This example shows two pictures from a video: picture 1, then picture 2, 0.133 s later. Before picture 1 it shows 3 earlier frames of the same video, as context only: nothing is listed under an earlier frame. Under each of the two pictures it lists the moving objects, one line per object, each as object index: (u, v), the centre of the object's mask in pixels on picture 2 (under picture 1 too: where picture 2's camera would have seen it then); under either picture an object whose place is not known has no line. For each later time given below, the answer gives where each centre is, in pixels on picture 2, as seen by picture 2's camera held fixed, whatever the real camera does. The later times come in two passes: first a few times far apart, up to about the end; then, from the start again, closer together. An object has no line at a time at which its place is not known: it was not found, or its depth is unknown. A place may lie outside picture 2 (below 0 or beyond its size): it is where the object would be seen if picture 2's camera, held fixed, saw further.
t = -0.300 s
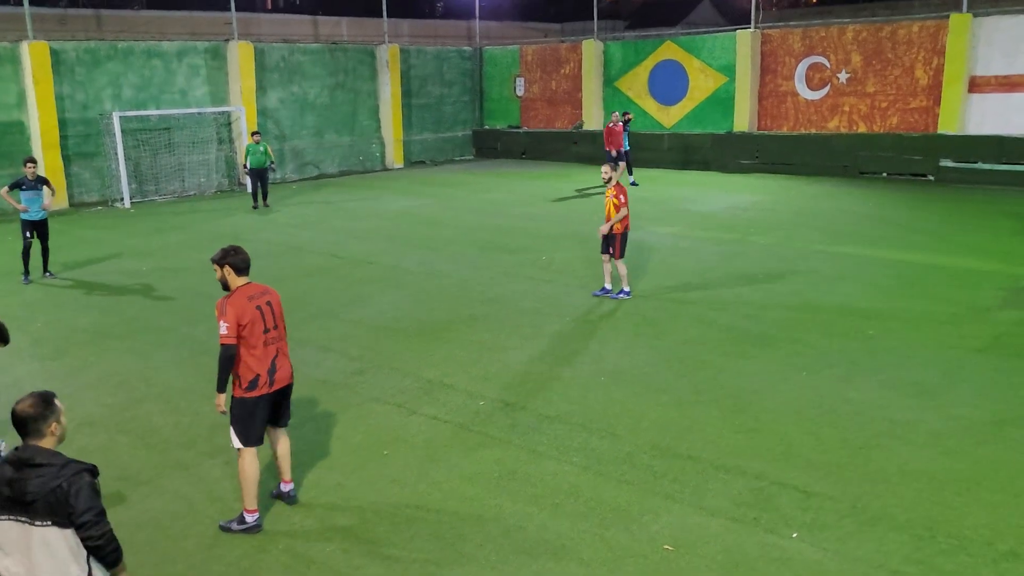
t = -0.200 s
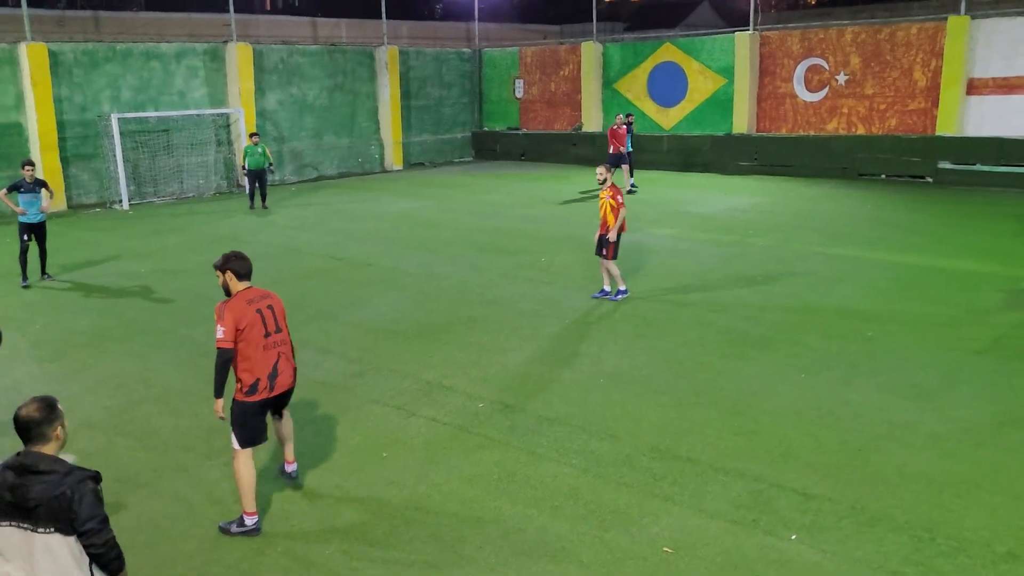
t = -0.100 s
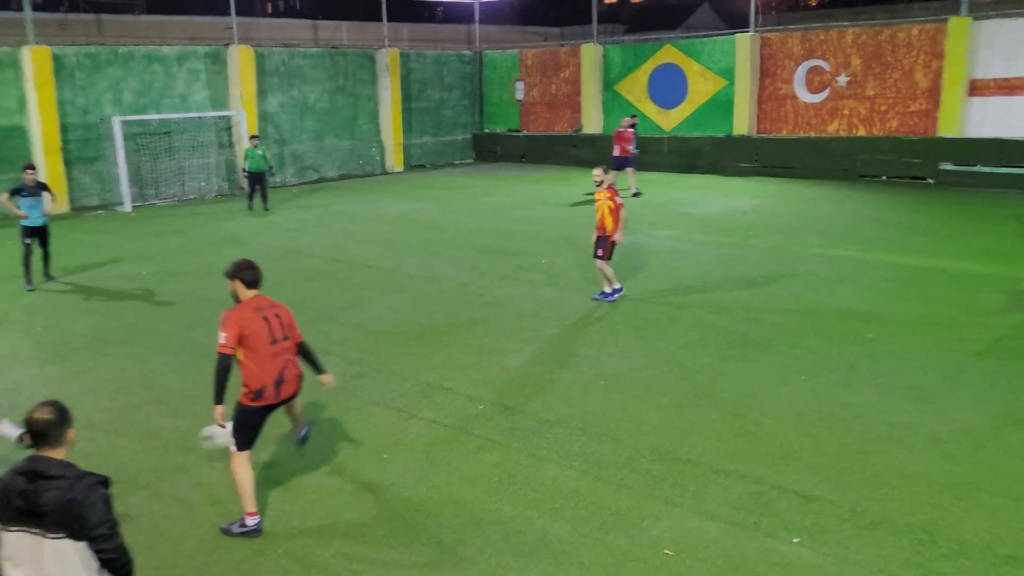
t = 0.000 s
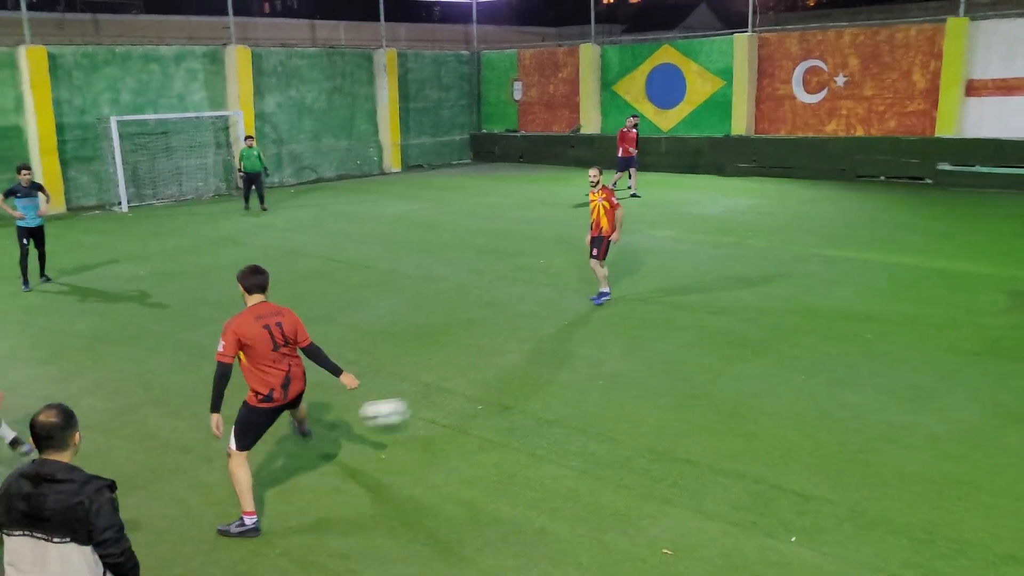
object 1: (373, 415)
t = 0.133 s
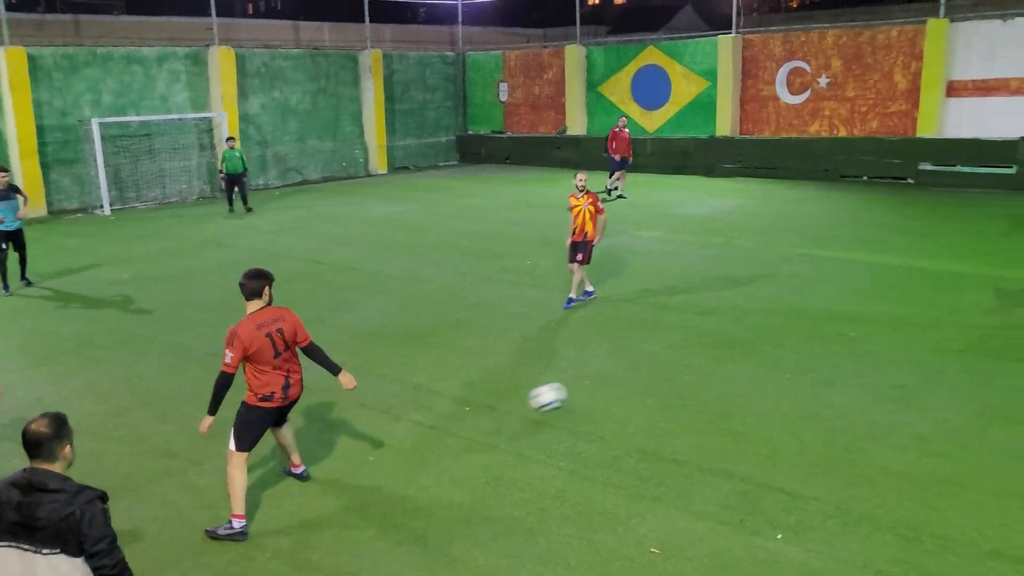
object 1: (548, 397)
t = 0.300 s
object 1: (698, 363)
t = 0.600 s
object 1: (885, 327)
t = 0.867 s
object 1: (994, 307)
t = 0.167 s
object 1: (580, 387)
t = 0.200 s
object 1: (610, 379)
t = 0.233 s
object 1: (640, 372)
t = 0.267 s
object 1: (670, 367)
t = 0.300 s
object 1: (698, 363)
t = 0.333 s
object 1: (726, 360)
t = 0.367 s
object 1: (753, 358)
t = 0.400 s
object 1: (777, 355)
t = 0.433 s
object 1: (797, 347)
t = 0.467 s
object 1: (816, 341)
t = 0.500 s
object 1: (834, 336)
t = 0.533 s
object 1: (852, 332)
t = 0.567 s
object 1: (869, 329)
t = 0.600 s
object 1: (885, 327)
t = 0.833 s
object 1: (982, 308)
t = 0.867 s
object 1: (994, 307)
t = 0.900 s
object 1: (1004, 307)
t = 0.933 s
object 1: (1016, 305)
